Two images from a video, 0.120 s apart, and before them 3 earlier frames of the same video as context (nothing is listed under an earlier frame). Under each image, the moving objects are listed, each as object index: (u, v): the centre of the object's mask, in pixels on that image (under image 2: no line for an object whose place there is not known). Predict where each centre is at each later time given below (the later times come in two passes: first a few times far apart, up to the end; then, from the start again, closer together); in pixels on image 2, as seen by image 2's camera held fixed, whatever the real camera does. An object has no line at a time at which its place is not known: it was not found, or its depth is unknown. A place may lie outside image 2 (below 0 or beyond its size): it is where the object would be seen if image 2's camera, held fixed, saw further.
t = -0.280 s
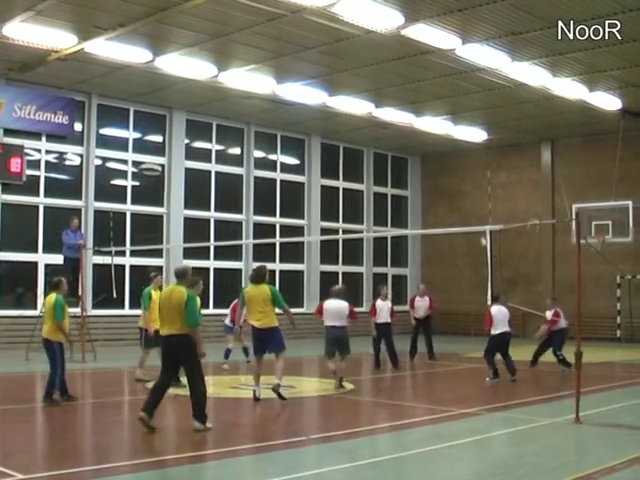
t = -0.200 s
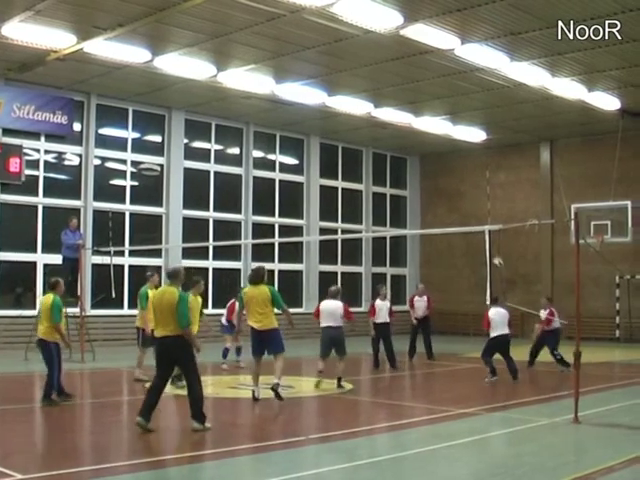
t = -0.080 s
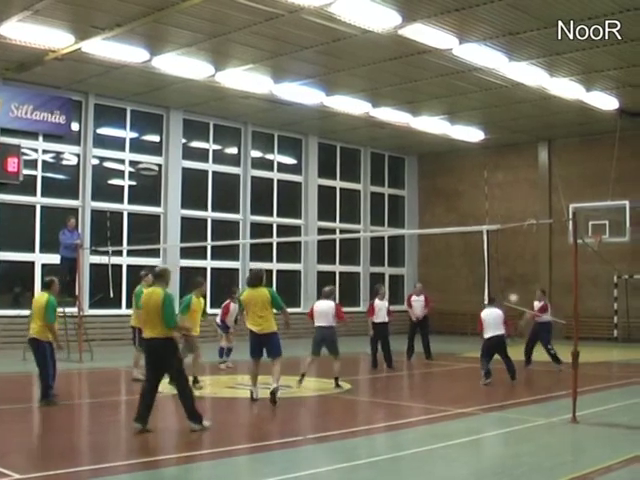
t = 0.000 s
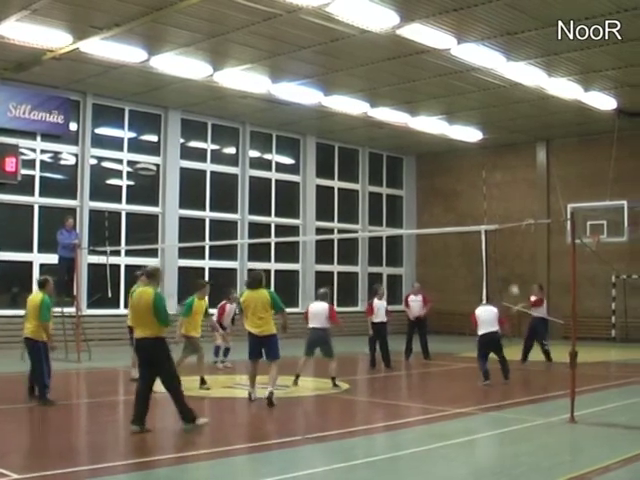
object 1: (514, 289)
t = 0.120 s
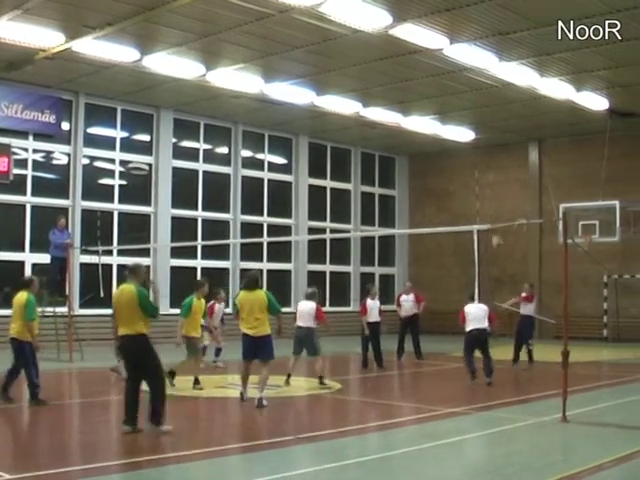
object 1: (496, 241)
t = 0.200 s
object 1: (491, 212)
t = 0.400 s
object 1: (478, 155)
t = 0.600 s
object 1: (464, 119)
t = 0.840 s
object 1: (448, 101)
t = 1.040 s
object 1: (436, 108)
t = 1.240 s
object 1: (419, 137)
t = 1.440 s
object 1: (408, 184)
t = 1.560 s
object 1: (398, 223)
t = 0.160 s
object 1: (492, 225)
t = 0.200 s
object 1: (491, 212)
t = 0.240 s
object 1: (489, 199)
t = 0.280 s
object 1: (485, 188)
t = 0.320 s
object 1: (482, 176)
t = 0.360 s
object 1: (480, 165)
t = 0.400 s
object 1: (478, 155)
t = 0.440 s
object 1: (475, 146)
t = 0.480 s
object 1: (474, 139)
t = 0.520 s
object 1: (471, 133)
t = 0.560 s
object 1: (467, 124)
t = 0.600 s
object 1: (464, 119)
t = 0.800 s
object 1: (451, 102)
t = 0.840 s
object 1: (448, 101)
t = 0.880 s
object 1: (446, 101)
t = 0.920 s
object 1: (443, 101)
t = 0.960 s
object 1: (441, 103)
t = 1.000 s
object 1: (438, 105)
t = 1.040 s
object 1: (436, 108)
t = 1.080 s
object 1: (433, 112)
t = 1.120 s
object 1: (430, 114)
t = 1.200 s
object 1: (425, 131)
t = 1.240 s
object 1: (419, 137)
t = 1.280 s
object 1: (418, 143)
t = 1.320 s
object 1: (416, 152)
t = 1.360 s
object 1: (414, 161)
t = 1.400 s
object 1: (411, 172)
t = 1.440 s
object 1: (408, 184)
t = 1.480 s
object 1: (405, 197)
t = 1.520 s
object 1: (401, 209)
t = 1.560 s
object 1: (398, 223)
